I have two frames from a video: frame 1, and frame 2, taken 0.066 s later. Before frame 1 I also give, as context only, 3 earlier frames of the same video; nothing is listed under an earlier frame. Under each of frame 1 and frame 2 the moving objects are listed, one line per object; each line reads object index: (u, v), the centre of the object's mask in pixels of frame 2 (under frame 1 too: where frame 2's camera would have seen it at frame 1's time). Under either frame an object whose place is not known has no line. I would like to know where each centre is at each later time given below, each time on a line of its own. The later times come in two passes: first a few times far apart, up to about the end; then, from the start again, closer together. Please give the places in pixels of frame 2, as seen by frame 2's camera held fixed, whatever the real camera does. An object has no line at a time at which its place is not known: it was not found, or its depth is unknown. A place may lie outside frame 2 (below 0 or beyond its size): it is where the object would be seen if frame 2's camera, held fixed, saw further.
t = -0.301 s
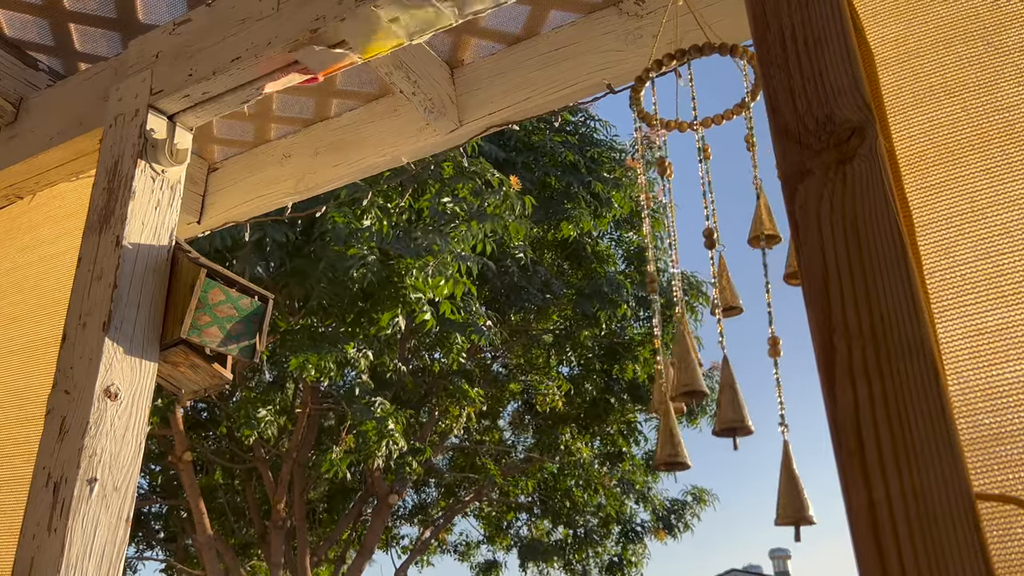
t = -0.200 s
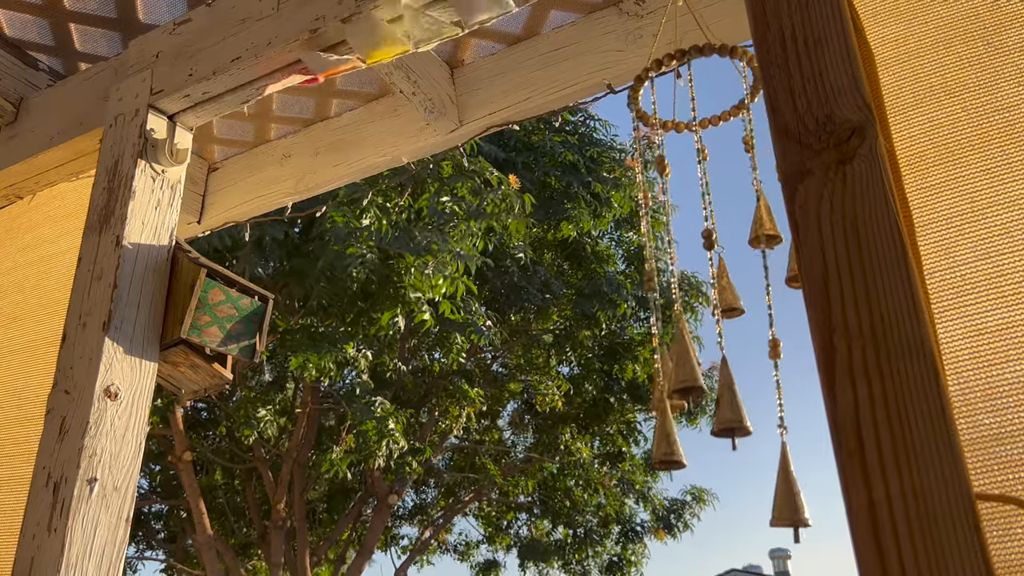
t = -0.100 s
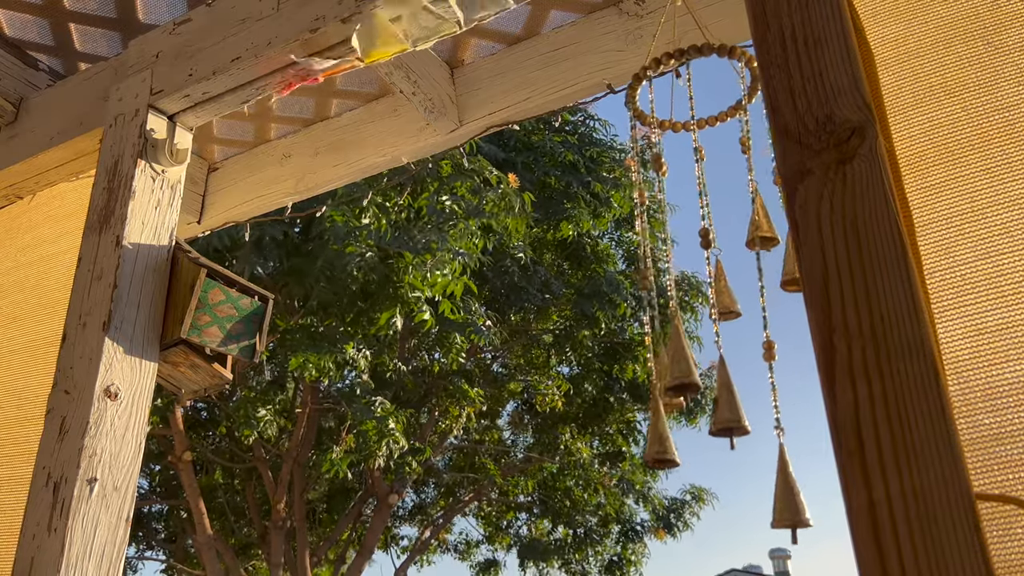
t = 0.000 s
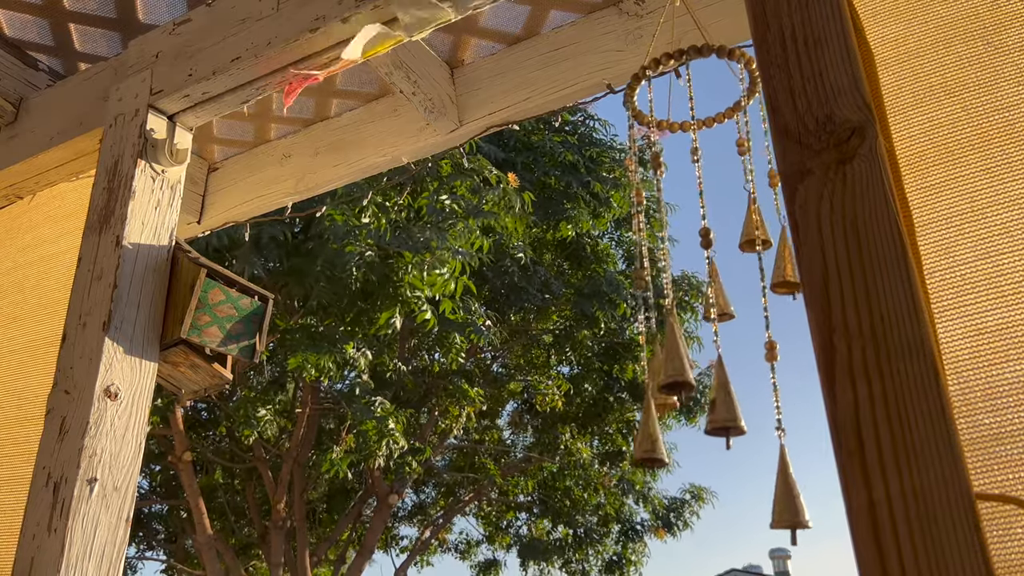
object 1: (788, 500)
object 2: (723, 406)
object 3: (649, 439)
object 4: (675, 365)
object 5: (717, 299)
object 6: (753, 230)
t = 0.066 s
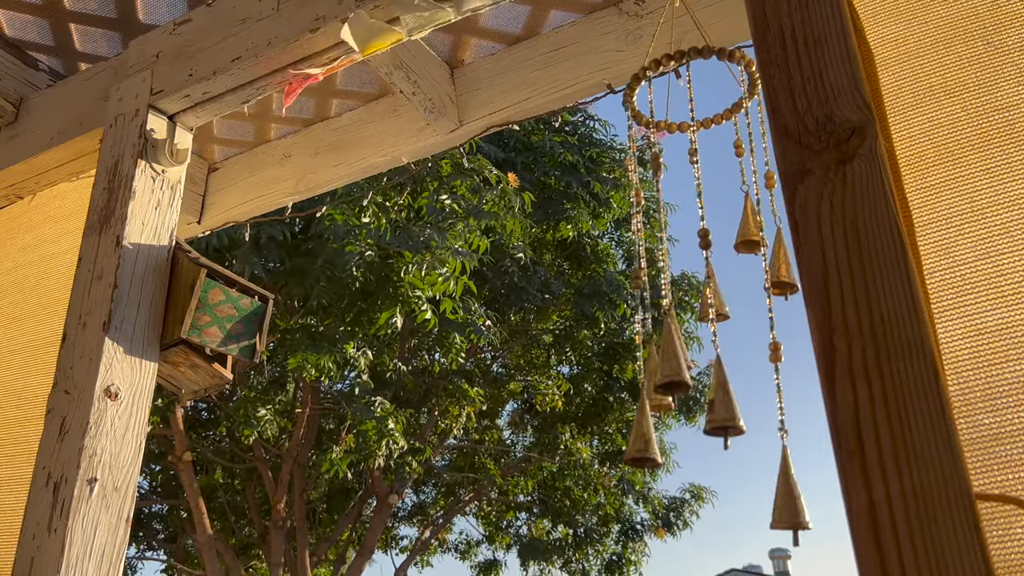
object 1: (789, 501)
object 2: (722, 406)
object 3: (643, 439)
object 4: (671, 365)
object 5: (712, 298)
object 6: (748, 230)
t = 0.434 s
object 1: (825, 497)
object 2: (740, 402)
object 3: (658, 440)
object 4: (683, 367)
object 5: (706, 296)
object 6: (753, 230)
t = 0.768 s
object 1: (838, 496)
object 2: (772, 398)
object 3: (710, 439)
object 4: (720, 369)
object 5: (738, 293)
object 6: (773, 222)
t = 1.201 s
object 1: (806, 493)
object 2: (749, 394)
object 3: (677, 433)
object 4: (692, 356)
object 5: (715, 296)
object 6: (757, 228)
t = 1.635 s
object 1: (807, 492)
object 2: (724, 396)
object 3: (641, 432)
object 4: (669, 361)
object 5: (707, 297)
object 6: (747, 228)
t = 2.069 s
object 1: (821, 493)
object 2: (766, 405)
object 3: (706, 442)
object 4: (719, 369)
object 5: (727, 297)
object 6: (766, 226)
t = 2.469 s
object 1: (822, 497)
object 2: (747, 403)
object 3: (673, 436)
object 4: (692, 368)
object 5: (738, 292)
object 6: (767, 224)
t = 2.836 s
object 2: (708, 402)
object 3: (638, 432)
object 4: (662, 373)
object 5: (714, 297)
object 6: (751, 229)
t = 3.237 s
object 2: (760, 400)
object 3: (691, 430)
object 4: (706, 360)
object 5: (723, 293)
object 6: (767, 222)
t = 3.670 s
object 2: (782, 397)
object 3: (700, 437)
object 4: (717, 366)
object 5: (738, 295)
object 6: (770, 225)
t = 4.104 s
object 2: (730, 403)
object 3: (657, 437)
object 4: (691, 372)
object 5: (703, 296)
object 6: (749, 232)
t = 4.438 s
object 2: (766, 400)
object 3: (682, 433)
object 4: (710, 357)
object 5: (716, 294)
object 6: (752, 230)
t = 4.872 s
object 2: (790, 394)
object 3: (715, 432)
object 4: (735, 361)
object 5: (711, 296)
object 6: (763, 227)
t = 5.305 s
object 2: (765, 404)
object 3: (680, 436)
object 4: (715, 369)
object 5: (709, 298)
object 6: (751, 232)
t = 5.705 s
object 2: (787, 397)
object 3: (682, 429)
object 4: (714, 355)
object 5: (687, 298)
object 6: (734, 238)
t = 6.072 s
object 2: (790, 394)
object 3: (707, 425)
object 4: (740, 358)
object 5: (696, 290)
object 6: (734, 236)
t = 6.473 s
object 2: (803, 400)
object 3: (713, 430)
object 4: (751, 361)
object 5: (701, 297)
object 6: (741, 237)
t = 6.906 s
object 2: (795, 410)
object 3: (688, 432)
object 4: (725, 362)
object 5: (682, 294)
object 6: (723, 239)
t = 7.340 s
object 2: (765, 402)
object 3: (681, 429)
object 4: (722, 365)
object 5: (682, 298)
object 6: (726, 240)
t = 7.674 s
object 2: (786, 398)
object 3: (694, 431)
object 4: (730, 360)
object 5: (697, 296)
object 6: (740, 235)
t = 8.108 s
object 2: (801, 406)
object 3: (702, 436)
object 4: (732, 366)
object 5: (703, 298)
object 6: (743, 238)
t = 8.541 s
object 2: (753, 408)
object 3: (675, 435)
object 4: (711, 371)
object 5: (684, 299)
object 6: (724, 237)
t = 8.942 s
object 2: (773, 401)
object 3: (673, 433)
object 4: (709, 360)
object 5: (699, 294)
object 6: (740, 240)
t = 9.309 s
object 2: (804, 401)
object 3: (709, 435)
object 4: (742, 365)
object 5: (706, 300)
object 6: (748, 233)
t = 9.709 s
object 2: (765, 408)
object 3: (689, 438)
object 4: (718, 372)
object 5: (695, 297)
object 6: (736, 243)
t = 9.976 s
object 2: (751, 407)
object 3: (657, 434)
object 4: (695, 365)
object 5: (688, 298)
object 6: (725, 244)
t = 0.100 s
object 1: (790, 501)
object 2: (722, 406)
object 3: (641, 439)
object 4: (670, 365)
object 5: (710, 298)
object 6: (747, 231)
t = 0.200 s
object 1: (799, 501)
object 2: (723, 405)
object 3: (638, 438)
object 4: (670, 367)
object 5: (702, 298)
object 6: (745, 232)
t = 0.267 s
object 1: (806, 501)
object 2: (725, 404)
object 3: (639, 435)
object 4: (671, 369)
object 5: (702, 298)
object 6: (745, 233)
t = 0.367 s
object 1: (817, 499)
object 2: (733, 403)
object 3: (648, 439)
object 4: (678, 369)
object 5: (703, 297)
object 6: (749, 232)
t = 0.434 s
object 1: (825, 497)
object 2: (740, 402)
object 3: (658, 440)
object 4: (683, 367)
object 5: (706, 296)
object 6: (753, 230)
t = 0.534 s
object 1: (832, 493)
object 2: (751, 401)
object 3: (675, 439)
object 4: (691, 366)
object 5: (715, 295)
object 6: (761, 227)
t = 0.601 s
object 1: (835, 491)
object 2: (758, 401)
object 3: (686, 439)
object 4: (705, 374)
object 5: (722, 294)
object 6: (767, 224)
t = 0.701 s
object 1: (838, 496)
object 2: (768, 400)
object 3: (702, 438)
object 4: (716, 372)
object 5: (732, 293)
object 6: (773, 222)
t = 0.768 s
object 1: (838, 496)
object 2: (772, 398)
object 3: (710, 439)
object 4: (720, 369)
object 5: (738, 293)
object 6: (773, 222)
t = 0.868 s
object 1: (835, 490)
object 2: (774, 397)
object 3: (714, 439)
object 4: (723, 366)
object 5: (740, 293)
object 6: (771, 223)
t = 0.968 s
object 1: (830, 490)
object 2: (772, 396)
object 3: (712, 437)
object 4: (719, 362)
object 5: (736, 294)
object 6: (767, 225)
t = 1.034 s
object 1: (824, 492)
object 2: (767, 396)
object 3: (706, 436)
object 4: (715, 360)
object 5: (732, 294)
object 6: (764, 226)
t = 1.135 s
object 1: (814, 494)
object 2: (757, 395)
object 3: (690, 434)
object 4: (702, 357)
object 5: (723, 296)
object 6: (759, 227)
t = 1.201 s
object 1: (806, 493)
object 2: (749, 394)
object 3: (677, 433)
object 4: (692, 356)
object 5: (715, 296)
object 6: (757, 228)
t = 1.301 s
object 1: (797, 494)
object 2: (737, 393)
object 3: (658, 431)
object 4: (677, 357)
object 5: (704, 295)
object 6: (753, 228)
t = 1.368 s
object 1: (795, 494)
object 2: (730, 393)
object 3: (647, 430)
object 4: (671, 357)
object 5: (700, 294)
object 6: (749, 227)
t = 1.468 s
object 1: (795, 494)
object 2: (725, 394)
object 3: (638, 423)
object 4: (667, 358)
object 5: (698, 293)
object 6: (747, 226)
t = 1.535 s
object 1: (798, 493)
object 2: (724, 394)
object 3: (637, 429)
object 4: (666, 362)
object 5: (699, 294)
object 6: (747, 228)
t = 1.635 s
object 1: (807, 492)
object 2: (724, 396)
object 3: (641, 432)
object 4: (669, 361)
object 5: (707, 297)
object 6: (747, 228)
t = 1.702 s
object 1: (814, 491)
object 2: (727, 398)
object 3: (646, 435)
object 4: (678, 369)
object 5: (713, 298)
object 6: (748, 228)
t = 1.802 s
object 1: (823, 491)
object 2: (737, 402)
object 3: (663, 438)
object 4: (690, 371)
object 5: (721, 298)
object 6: (753, 229)
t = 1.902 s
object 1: (825, 492)
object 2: (750, 404)
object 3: (681, 439)
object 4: (705, 371)
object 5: (726, 297)
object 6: (760, 229)
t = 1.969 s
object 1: (824, 492)
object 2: (758, 404)
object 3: (693, 440)
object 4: (712, 371)
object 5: (725, 296)
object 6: (762, 228)
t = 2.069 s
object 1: (821, 493)
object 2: (766, 405)
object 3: (706, 442)
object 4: (719, 369)
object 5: (727, 297)
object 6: (766, 226)
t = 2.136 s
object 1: (818, 494)
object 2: (768, 405)
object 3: (709, 441)
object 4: (718, 364)
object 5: (727, 296)
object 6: (770, 224)
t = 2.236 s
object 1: (818, 496)
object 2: (768, 405)
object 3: (708, 443)
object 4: (717, 365)
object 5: (729, 294)
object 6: (770, 222)
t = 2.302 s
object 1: (819, 497)
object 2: (765, 405)
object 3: (701, 439)
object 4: (712, 367)
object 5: (730, 293)
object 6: (774, 220)
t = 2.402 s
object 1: (821, 498)
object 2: (756, 404)
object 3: (686, 436)
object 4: (701, 368)
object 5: (733, 296)
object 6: (772, 222)
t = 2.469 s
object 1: (822, 497)
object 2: (747, 403)
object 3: (673, 436)
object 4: (692, 368)
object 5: (738, 292)
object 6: (767, 224)
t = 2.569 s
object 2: (731, 404)
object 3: (655, 435)
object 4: (677, 371)
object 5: (731, 293)
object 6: (759, 226)
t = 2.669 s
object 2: (718, 404)
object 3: (643, 433)
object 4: (667, 372)
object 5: (725, 295)
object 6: (755, 228)
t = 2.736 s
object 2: (712, 404)
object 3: (638, 432)
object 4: (663, 373)
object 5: (721, 296)
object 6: (754, 229)
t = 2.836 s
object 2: (708, 402)
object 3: (638, 432)
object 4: (662, 373)
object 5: (714, 297)
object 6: (751, 229)
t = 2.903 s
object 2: (710, 401)
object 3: (641, 433)
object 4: (666, 372)
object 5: (712, 297)
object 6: (751, 229)
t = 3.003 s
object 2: (720, 401)
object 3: (653, 432)
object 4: (677, 371)
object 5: (701, 297)
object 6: (753, 226)
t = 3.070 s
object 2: (731, 402)
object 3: (664, 431)
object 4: (685, 368)
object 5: (705, 295)
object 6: (756, 224)
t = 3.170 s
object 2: (748, 401)
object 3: (681, 432)
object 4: (699, 362)
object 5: (715, 294)
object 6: (764, 223)
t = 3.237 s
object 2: (760, 400)
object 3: (691, 430)
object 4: (706, 360)
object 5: (723, 293)
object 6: (767, 222)
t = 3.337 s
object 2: (775, 397)
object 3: (705, 436)
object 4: (715, 357)
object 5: (734, 292)
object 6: (768, 223)
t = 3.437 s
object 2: (785, 397)
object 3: (711, 436)
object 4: (724, 360)
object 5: (743, 291)
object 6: (771, 224)
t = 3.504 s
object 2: (789, 397)
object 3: (711, 437)
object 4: (724, 361)
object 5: (745, 291)
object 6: (772, 224)
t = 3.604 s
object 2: (788, 397)
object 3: (707, 437)
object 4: (721, 364)
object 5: (743, 292)
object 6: (772, 224)
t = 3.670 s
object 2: (782, 397)
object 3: (700, 437)
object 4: (717, 366)
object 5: (738, 295)
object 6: (770, 225)
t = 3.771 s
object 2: (767, 398)
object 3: (688, 439)
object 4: (707, 370)
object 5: (726, 298)
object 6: (765, 226)
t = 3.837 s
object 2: (757, 400)
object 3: (679, 440)
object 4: (702, 372)
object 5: (718, 299)
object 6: (761, 226)
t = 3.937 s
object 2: (742, 402)
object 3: (668, 439)
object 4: (695, 376)
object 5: (708, 298)
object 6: (757, 227)
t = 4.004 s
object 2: (735, 403)
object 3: (661, 438)
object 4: (692, 375)
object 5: (705, 297)
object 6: (754, 229)
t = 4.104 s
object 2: (730, 403)
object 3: (657, 437)
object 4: (691, 372)
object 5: (703, 296)
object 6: (749, 232)
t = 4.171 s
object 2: (731, 403)
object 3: (657, 436)
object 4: (692, 371)
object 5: (703, 295)
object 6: (747, 234)
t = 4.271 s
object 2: (739, 404)
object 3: (662, 434)
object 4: (695, 368)
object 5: (707, 294)
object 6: (746, 234)
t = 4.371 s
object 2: (754, 402)
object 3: (673, 434)
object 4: (704, 361)
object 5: (712, 294)
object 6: (748, 232)
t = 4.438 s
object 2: (766, 400)
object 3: (682, 433)
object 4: (710, 357)
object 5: (716, 294)
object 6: (752, 230)
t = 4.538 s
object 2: (785, 397)
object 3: (696, 430)
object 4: (719, 352)
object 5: (720, 294)
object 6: (758, 225)
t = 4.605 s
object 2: (796, 394)
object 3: (704, 430)
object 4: (726, 353)
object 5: (718, 298)
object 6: (760, 228)
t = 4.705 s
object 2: (798, 393)
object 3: (714, 430)
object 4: (733, 355)
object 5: (715, 303)
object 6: (759, 227)
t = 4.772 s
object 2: (797, 393)
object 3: (716, 430)
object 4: (735, 357)
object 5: (712, 300)
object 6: (763, 229)
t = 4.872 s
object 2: (790, 394)
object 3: (715, 432)
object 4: (735, 361)
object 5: (711, 296)
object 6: (763, 227)
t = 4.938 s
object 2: (780, 395)
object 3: (711, 433)
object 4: (733, 365)
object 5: (714, 297)
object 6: (760, 233)
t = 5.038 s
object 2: (771, 396)
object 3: (703, 435)
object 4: (728, 368)
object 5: (715, 296)
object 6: (759, 232)
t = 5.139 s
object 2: (765, 399)
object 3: (692, 435)
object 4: (722, 370)
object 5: (714, 296)
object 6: (754, 233)
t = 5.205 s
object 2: (762, 402)
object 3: (687, 437)
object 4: (719, 370)
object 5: (713, 296)
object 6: (754, 232)
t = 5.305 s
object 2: (765, 404)
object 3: (680, 436)
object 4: (715, 369)
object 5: (709, 298)
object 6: (751, 232)
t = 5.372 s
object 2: (767, 404)
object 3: (675, 435)
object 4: (712, 368)
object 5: (706, 305)
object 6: (747, 231)
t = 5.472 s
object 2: (772, 405)
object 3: (673, 434)
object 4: (710, 365)
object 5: (697, 298)
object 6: (735, 233)
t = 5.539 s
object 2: (776, 404)
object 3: (674, 432)
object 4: (709, 362)
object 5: (693, 300)
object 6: (735, 235)
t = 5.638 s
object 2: (786, 404)
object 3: (678, 431)
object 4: (710, 357)
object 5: (688, 298)
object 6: (733, 236)
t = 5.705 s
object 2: (787, 397)
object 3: (682, 429)
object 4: (714, 355)
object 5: (687, 298)
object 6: (734, 238)
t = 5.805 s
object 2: (790, 399)
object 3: (689, 428)
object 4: (719, 354)
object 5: (686, 295)
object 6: (731, 239)
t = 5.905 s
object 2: (792, 394)
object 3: (696, 427)
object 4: (726, 354)
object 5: (689, 292)
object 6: (730, 239)
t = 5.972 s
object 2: (791, 395)
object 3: (700, 426)
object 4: (732, 356)
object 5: (692, 291)
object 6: (730, 238)
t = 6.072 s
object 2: (790, 394)
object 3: (707, 425)
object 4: (740, 358)
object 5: (696, 290)
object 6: (734, 236)
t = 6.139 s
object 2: (791, 393)
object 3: (710, 425)
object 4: (744, 359)
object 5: (698, 290)
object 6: (736, 235)
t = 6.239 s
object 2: (792, 393)
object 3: (713, 427)
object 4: (748, 360)
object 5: (703, 293)
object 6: (738, 235)
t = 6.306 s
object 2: (793, 394)
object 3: (714, 427)
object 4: (750, 361)
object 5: (703, 295)
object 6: (740, 234)
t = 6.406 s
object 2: (799, 397)
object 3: (715, 428)
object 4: (751, 362)
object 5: (702, 296)
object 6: (742, 235)
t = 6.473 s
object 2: (803, 400)
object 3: (713, 430)
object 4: (751, 361)
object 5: (701, 297)
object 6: (741, 237)
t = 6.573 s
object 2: (805, 402)
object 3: (709, 430)
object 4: (747, 361)
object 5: (698, 297)
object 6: (739, 239)
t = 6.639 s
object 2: (806, 404)
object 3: (706, 431)
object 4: (743, 360)
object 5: (694, 297)
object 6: (735, 239)
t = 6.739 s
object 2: (805, 406)
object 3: (698, 432)
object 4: (736, 361)
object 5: (690, 296)
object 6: (730, 239)
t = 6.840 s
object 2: (800, 409)
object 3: (691, 433)
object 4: (729, 362)
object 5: (685, 295)
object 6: (725, 239)
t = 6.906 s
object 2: (795, 410)
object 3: (688, 432)
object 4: (725, 362)
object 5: (682, 294)
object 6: (723, 239)
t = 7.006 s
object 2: (787, 409)
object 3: (683, 432)
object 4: (721, 364)
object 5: (680, 294)
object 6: (721, 240)
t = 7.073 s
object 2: (780, 408)
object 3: (681, 430)
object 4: (720, 364)
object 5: (679, 294)
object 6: (720, 240)
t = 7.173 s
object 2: (771, 407)
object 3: (680, 431)
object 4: (719, 365)
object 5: (678, 295)
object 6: (721, 241)
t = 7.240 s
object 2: (767, 405)
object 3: (680, 430)
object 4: (720, 366)
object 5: (679, 296)
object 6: (723, 241)
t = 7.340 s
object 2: (765, 402)
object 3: (681, 429)
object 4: (722, 365)
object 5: (682, 298)
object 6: (726, 240)
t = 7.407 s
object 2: (765, 400)
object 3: (684, 429)
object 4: (724, 364)
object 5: (684, 299)
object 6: (729, 240)
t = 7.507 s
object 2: (771, 398)
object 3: (687, 429)
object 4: (726, 363)
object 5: (690, 299)
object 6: (733, 238)
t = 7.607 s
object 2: (779, 397)
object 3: (690, 430)
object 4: (728, 361)
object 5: (695, 298)
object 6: (736, 236)
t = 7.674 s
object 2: (786, 398)
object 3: (694, 431)
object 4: (730, 360)
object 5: (697, 296)
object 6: (740, 235)
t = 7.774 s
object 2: (797, 399)
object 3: (698, 431)
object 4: (732, 359)
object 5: (704, 294)
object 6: (744, 233)
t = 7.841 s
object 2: (802, 399)
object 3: (700, 432)
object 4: (733, 359)
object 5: (706, 294)
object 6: (746, 233)
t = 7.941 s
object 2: (805, 402)
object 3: (702, 435)
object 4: (732, 360)
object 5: (707, 295)
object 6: (747, 235)
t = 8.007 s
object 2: (805, 403)
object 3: (703, 436)
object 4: (732, 362)
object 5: (706, 296)
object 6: (746, 236)
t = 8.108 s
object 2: (801, 406)
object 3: (702, 436)
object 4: (732, 366)
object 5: (703, 298)
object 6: (743, 238)
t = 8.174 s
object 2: (794, 407)
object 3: (700, 436)
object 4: (731, 368)
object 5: (699, 299)
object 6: (740, 239)
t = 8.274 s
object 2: (783, 409)
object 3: (695, 437)
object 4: (728, 370)
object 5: (693, 302)
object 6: (735, 240)
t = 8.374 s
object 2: (770, 409)
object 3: (687, 437)
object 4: (722, 372)
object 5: (688, 301)
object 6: (729, 239)
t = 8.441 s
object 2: (762, 409)
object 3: (682, 436)
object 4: (717, 372)
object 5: (686, 301)
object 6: (726, 237)
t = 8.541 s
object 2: (753, 408)
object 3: (675, 435)
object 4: (711, 371)
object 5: (684, 299)
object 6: (724, 237)
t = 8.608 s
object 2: (750, 407)
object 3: (671, 433)
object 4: (708, 370)
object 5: (684, 297)
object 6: (728, 249)
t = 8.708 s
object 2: (750, 405)
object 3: (667, 432)
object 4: (704, 366)
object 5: (687, 296)
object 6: (737, 242)
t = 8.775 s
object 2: (753, 403)
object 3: (666, 432)
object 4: (704, 365)
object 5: (690, 297)
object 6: (734, 246)
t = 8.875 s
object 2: (764, 402)
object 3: (668, 432)
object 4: (705, 361)
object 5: (696, 295)
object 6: (738, 244)
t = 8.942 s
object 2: (773, 401)
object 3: (673, 433)
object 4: (709, 360)
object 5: (699, 294)
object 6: (740, 240)
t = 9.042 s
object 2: (787, 400)
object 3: (682, 434)
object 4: (719, 358)
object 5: (703, 298)
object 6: (742, 235)
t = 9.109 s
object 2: (795, 400)
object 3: (689, 435)
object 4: (726, 360)
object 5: (706, 298)
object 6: (744, 235)
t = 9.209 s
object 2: (804, 399)
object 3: (700, 435)
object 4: (735, 361)
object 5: (706, 300)
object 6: (746, 234)
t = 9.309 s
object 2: (804, 401)
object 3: (709, 435)
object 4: (742, 365)
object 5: (706, 300)
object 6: (748, 233)
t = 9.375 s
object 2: (802, 403)
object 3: (712, 435)
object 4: (743, 367)
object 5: (706, 299)
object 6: (747, 233)
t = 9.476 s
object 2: (794, 405)
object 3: (711, 436)
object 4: (740, 370)
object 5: (704, 298)
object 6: (745, 234)
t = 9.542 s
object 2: (785, 406)
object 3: (708, 436)
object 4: (736, 371)
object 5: (702, 297)
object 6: (743, 236)
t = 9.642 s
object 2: (773, 407)
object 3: (698, 437)
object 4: (725, 372)
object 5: (698, 296)
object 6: (737, 238)
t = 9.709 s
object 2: (765, 408)
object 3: (689, 438)
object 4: (718, 372)
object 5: (695, 297)
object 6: (736, 243)
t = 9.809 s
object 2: (756, 409)
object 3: (676, 437)
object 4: (707, 371)
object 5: (693, 300)
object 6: (731, 243)
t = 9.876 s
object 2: (753, 408)
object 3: (668, 435)
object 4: (701, 369)
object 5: (691, 300)
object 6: (730, 242)
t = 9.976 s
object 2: (751, 407)
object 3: (657, 434)
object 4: (695, 365)
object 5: (688, 298)
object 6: (725, 244)
